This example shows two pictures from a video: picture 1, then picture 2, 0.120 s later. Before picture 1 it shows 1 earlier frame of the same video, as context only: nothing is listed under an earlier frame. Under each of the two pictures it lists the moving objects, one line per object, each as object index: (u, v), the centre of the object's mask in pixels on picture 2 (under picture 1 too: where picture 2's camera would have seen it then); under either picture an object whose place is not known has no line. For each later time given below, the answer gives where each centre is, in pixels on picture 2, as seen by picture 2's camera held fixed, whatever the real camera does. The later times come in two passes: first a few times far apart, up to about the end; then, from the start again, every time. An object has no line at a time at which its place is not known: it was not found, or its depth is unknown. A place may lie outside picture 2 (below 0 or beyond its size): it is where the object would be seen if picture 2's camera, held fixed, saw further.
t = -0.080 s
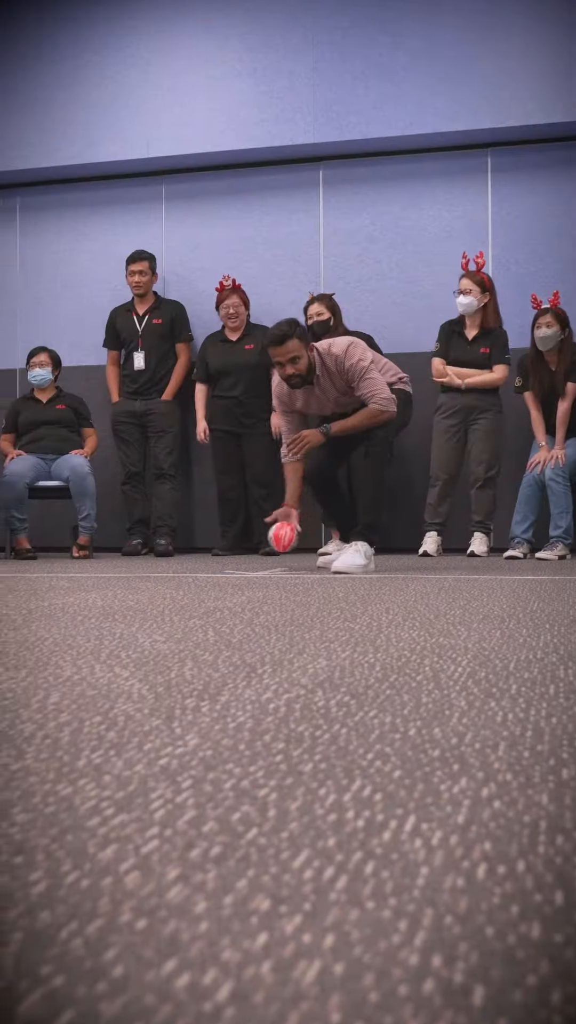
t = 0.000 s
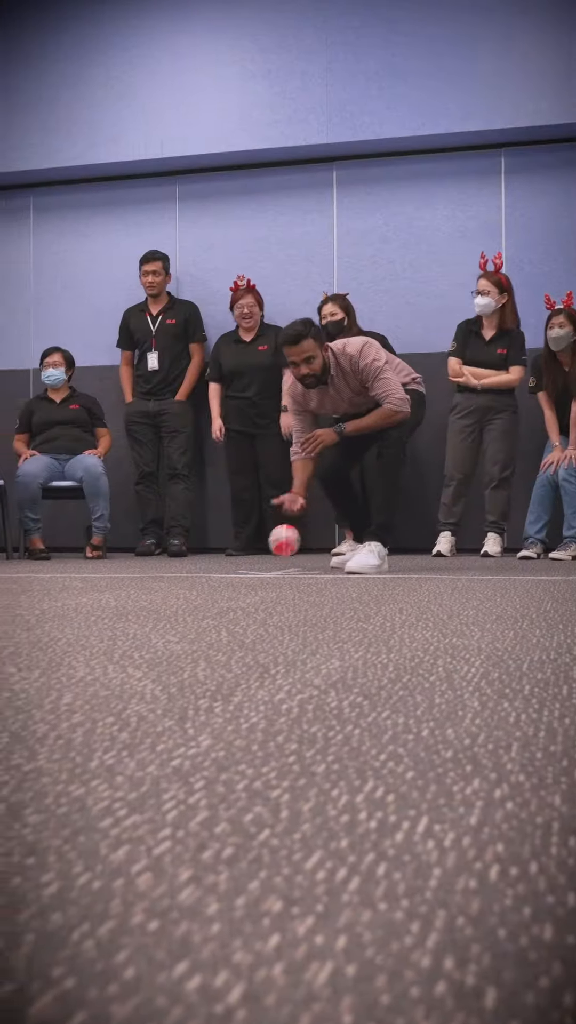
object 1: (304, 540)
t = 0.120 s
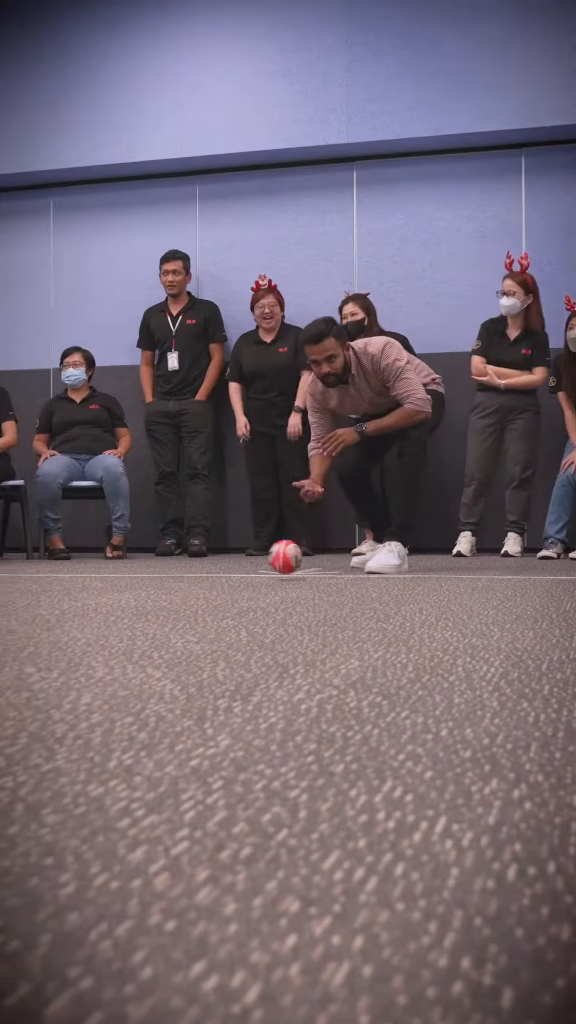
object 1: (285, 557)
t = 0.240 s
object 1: (269, 551)
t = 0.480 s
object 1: (226, 568)
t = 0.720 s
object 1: (170, 580)
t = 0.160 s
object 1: (280, 551)
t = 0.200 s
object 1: (274, 549)
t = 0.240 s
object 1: (269, 551)
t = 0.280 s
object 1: (263, 557)
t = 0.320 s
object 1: (257, 569)
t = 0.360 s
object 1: (249, 563)
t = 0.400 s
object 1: (242, 559)
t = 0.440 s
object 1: (235, 561)
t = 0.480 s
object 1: (226, 568)
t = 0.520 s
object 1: (218, 574)
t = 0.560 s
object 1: (210, 570)
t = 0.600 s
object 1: (201, 572)
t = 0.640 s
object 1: (191, 578)
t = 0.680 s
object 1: (180, 581)
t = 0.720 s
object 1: (170, 580)
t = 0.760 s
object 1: (158, 584)
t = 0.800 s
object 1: (145, 589)
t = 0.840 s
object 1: (132, 587)
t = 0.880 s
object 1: (119, 591)
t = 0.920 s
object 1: (104, 600)
